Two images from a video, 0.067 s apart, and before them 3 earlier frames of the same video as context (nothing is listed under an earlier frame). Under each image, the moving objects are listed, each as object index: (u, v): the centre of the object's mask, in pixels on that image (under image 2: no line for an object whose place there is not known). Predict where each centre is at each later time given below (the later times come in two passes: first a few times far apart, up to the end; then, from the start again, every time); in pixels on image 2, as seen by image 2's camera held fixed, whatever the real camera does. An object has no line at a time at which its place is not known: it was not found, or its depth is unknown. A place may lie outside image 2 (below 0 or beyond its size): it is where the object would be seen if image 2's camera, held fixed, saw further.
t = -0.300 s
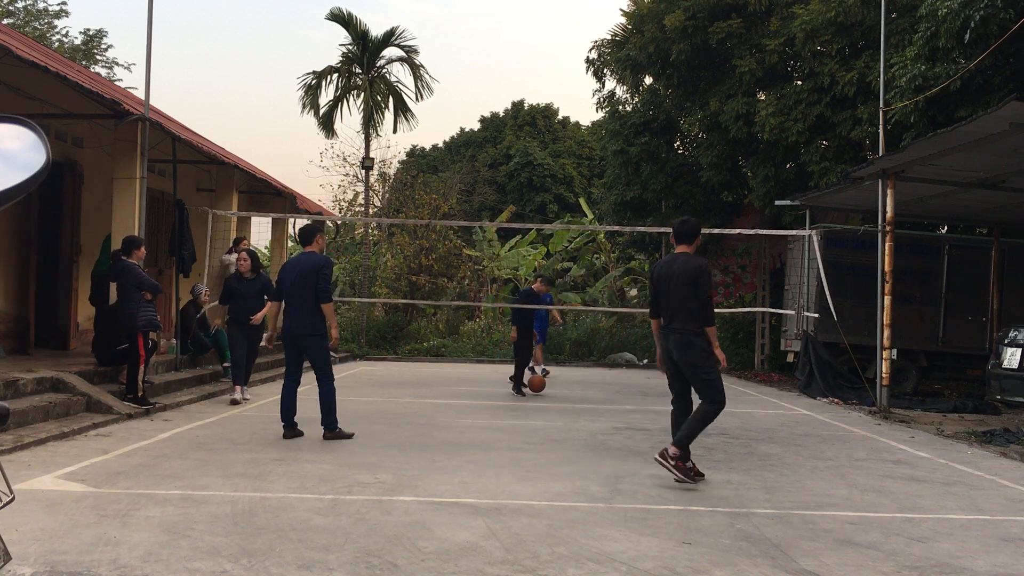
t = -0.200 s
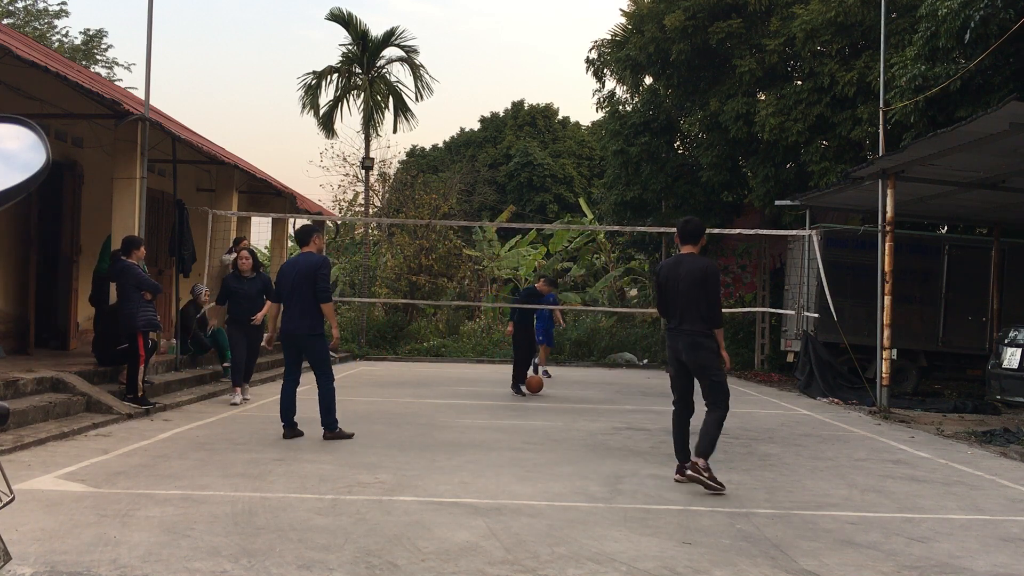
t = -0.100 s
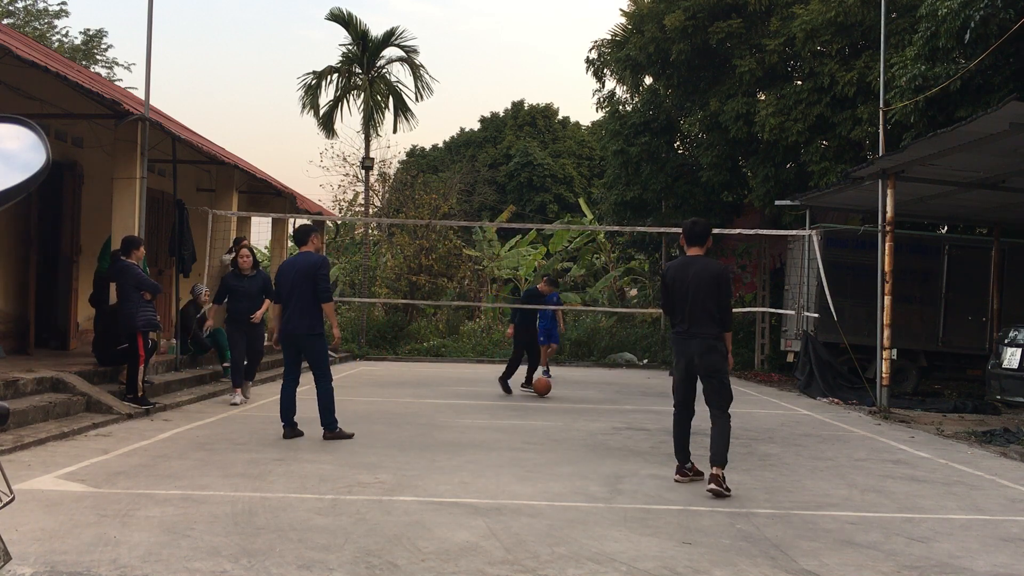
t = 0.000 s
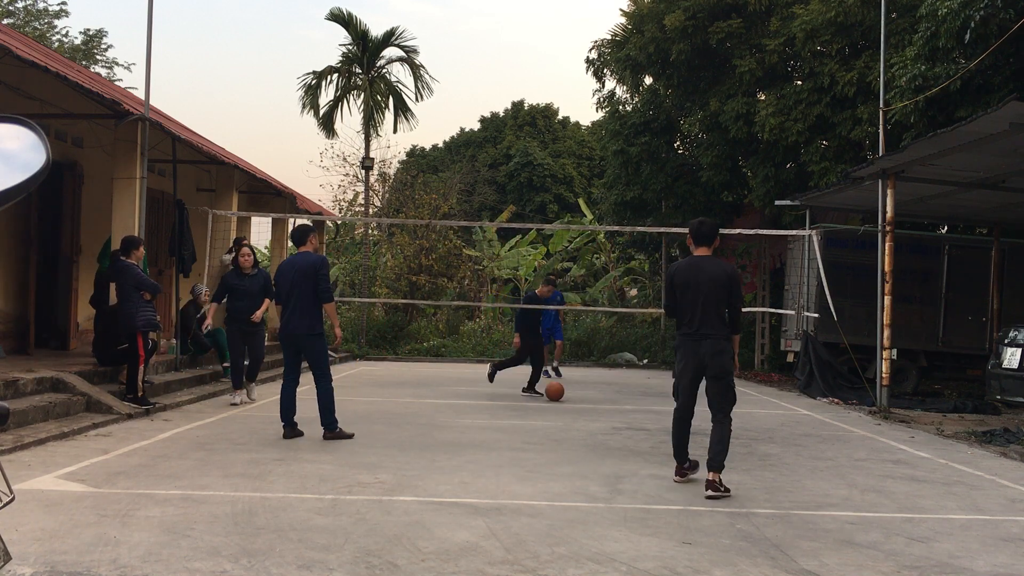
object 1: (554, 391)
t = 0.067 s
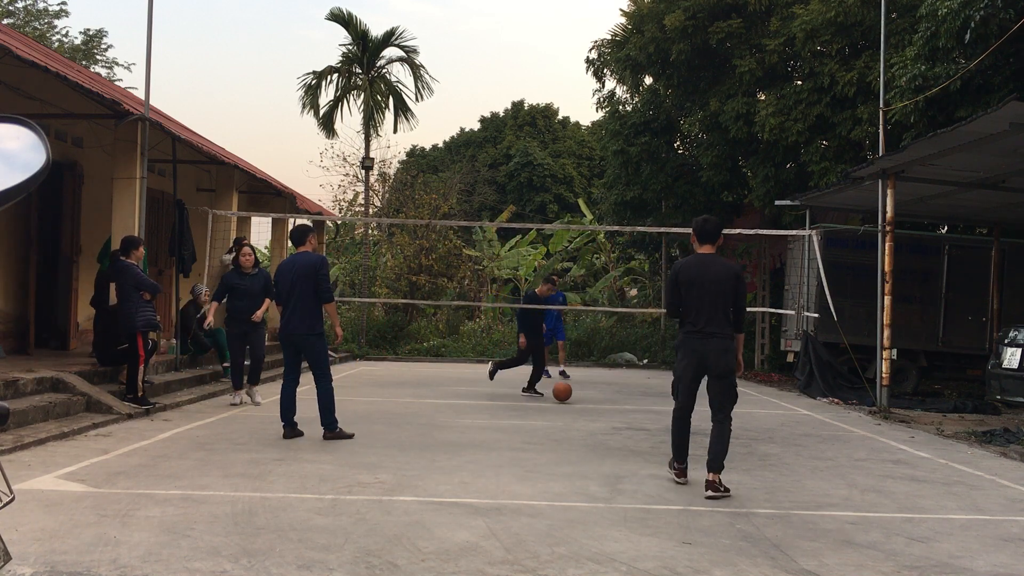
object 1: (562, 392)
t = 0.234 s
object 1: (581, 397)
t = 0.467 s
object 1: (606, 404)
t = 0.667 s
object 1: (629, 408)
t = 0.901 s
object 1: (660, 415)
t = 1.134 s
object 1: (694, 422)
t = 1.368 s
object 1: (732, 431)
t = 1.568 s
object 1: (769, 439)
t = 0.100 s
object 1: (566, 393)
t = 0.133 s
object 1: (570, 395)
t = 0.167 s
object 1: (574, 395)
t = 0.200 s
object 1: (578, 396)
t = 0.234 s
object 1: (581, 397)
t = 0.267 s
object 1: (585, 398)
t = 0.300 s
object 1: (588, 398)
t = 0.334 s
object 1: (592, 399)
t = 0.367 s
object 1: (595, 400)
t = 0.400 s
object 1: (599, 402)
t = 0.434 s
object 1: (602, 402)
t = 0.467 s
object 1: (606, 404)
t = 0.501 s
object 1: (610, 404)
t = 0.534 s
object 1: (614, 405)
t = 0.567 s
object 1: (617, 406)
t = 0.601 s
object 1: (621, 407)
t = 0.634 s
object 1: (625, 407)
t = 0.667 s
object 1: (629, 408)
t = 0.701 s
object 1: (634, 409)
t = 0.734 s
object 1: (638, 411)
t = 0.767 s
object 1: (642, 412)
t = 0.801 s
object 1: (647, 413)
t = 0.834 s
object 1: (651, 413)
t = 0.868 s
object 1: (655, 414)
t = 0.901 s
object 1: (660, 415)
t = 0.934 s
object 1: (664, 416)
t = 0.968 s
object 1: (669, 418)
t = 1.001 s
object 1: (674, 419)
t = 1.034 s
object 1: (679, 420)
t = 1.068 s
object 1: (684, 420)
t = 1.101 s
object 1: (689, 422)
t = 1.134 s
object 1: (694, 422)
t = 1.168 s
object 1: (699, 423)
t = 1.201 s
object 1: (704, 425)
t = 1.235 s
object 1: (709, 426)
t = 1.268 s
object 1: (715, 428)
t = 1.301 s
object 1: (721, 428)
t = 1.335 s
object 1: (727, 430)
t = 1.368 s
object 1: (732, 431)
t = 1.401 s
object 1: (738, 432)
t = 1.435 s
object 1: (744, 434)
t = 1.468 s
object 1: (750, 435)
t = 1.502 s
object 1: (756, 436)
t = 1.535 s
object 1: (762, 438)
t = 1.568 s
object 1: (769, 439)
